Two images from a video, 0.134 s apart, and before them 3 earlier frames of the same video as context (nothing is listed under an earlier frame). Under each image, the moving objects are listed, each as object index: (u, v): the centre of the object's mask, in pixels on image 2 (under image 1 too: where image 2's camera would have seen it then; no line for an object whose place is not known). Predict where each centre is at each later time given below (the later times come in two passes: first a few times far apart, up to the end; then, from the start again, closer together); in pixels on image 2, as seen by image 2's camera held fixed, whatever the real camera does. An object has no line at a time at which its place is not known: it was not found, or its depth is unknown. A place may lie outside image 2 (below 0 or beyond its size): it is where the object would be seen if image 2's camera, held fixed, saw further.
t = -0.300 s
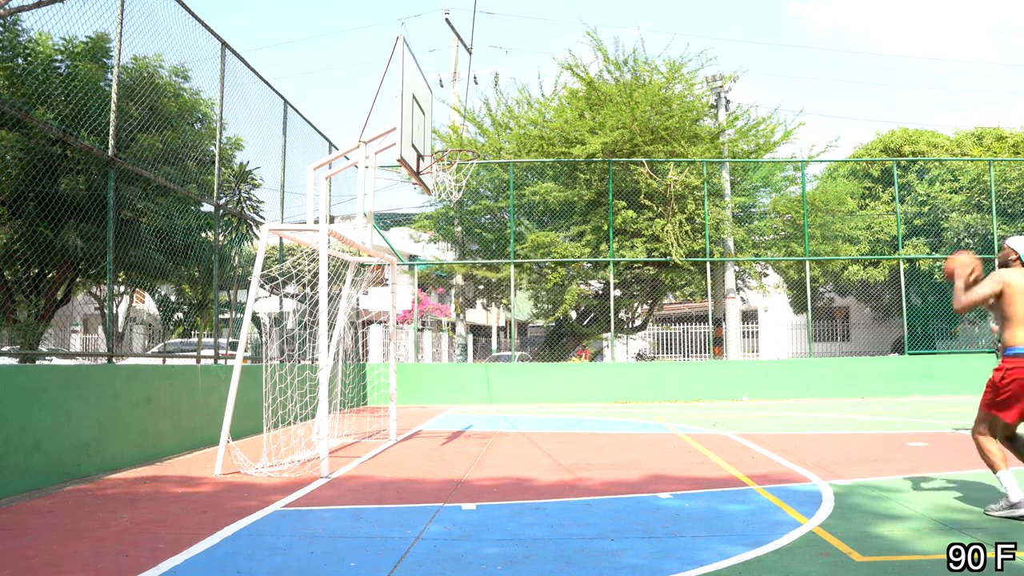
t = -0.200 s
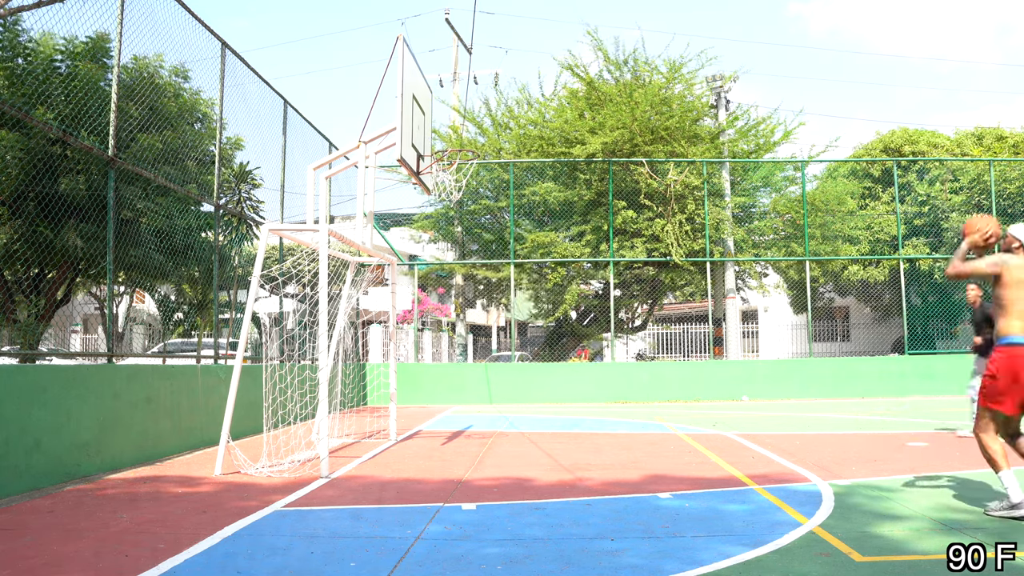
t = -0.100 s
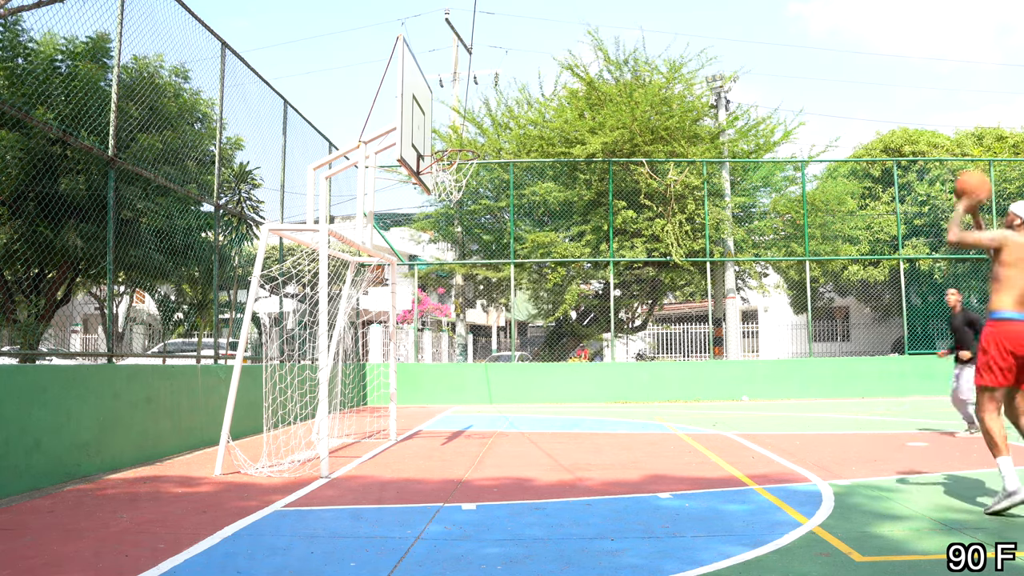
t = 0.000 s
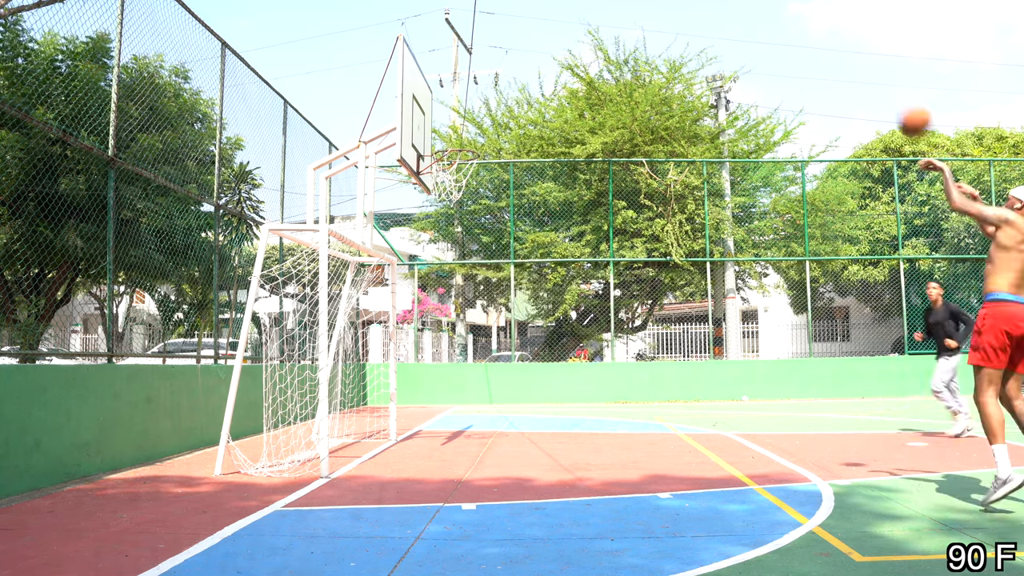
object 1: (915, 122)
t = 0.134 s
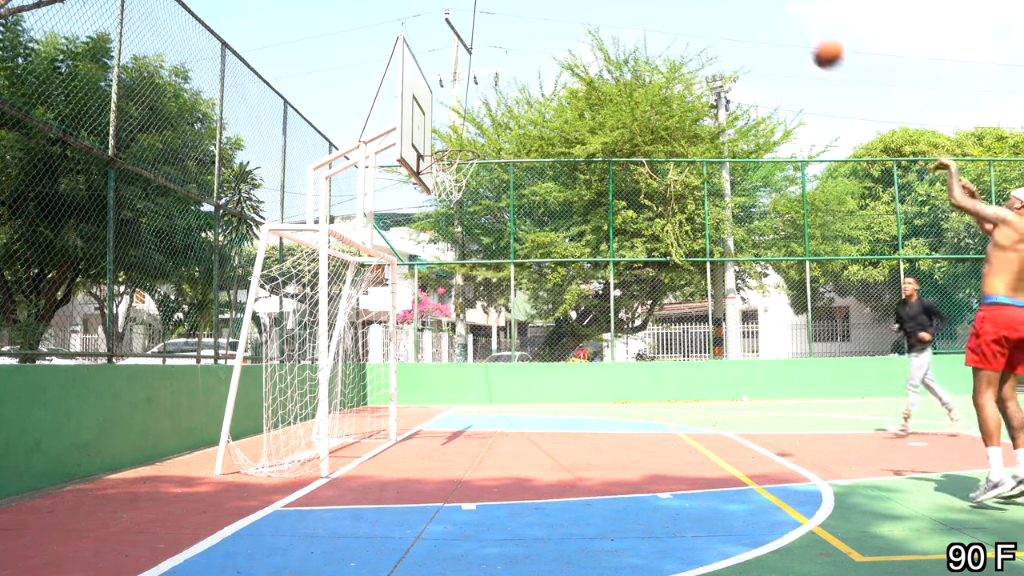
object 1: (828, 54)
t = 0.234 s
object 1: (770, 21)
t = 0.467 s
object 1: (656, 4)
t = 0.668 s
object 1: (575, 22)
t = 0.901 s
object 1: (494, 94)
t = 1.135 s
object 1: (445, 197)
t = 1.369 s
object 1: (450, 331)
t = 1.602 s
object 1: (460, 402)
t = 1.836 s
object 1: (478, 279)
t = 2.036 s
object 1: (497, 212)
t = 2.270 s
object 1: (524, 186)
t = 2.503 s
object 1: (560, 239)
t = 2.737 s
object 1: (609, 421)
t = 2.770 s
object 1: (617, 460)
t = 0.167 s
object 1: (808, 41)
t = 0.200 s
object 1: (789, 31)
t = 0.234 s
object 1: (770, 21)
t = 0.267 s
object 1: (752, 13)
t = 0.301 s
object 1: (734, 10)
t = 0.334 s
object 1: (718, 7)
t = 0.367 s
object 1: (701, 6)
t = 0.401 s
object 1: (685, 5)
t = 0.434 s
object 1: (670, 4)
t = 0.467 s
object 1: (656, 4)
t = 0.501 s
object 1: (641, 5)
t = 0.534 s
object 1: (627, 6)
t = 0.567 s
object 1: (614, 8)
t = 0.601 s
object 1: (601, 10)
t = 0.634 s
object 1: (588, 15)
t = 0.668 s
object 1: (575, 22)
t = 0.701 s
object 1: (563, 30)
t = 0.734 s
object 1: (551, 38)
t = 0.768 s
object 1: (539, 48)
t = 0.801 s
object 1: (527, 59)
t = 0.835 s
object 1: (516, 69)
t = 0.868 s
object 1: (504, 81)
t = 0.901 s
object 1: (494, 94)
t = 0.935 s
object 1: (483, 108)
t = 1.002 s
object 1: (462, 138)
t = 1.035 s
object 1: (452, 155)
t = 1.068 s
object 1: (444, 170)
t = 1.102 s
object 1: (445, 183)
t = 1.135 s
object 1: (445, 197)
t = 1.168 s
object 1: (446, 212)
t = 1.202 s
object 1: (447, 228)
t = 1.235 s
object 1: (448, 245)
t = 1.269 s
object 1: (449, 266)
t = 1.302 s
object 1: (449, 284)
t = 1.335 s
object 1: (450, 307)
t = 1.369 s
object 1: (450, 331)
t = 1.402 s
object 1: (451, 356)
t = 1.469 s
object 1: (451, 411)
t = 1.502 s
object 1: (453, 443)
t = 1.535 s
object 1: (455, 445)
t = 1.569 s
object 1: (457, 424)
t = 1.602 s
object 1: (460, 402)
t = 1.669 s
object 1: (464, 363)
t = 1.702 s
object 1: (467, 344)
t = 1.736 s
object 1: (469, 327)
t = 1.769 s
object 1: (472, 310)
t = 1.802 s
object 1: (475, 294)
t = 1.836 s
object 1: (478, 279)
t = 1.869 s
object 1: (481, 266)
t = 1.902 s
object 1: (484, 253)
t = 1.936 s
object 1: (487, 241)
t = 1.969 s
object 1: (490, 230)
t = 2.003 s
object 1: (494, 220)
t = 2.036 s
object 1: (497, 212)
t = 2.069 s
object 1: (500, 203)
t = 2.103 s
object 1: (504, 197)
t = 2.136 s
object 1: (508, 192)
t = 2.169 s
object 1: (512, 189)
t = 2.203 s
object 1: (515, 187)
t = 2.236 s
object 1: (520, 186)
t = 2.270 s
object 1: (524, 186)
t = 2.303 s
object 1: (528, 188)
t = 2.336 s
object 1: (533, 192)
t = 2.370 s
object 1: (538, 198)
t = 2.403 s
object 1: (544, 205)
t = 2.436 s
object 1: (549, 215)
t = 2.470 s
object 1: (555, 226)
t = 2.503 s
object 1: (560, 239)
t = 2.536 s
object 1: (567, 257)
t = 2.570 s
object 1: (573, 277)
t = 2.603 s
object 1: (580, 299)
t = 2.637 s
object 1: (587, 324)
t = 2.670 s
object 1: (594, 352)
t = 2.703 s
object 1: (601, 385)
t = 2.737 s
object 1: (609, 421)
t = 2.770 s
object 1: (617, 460)
